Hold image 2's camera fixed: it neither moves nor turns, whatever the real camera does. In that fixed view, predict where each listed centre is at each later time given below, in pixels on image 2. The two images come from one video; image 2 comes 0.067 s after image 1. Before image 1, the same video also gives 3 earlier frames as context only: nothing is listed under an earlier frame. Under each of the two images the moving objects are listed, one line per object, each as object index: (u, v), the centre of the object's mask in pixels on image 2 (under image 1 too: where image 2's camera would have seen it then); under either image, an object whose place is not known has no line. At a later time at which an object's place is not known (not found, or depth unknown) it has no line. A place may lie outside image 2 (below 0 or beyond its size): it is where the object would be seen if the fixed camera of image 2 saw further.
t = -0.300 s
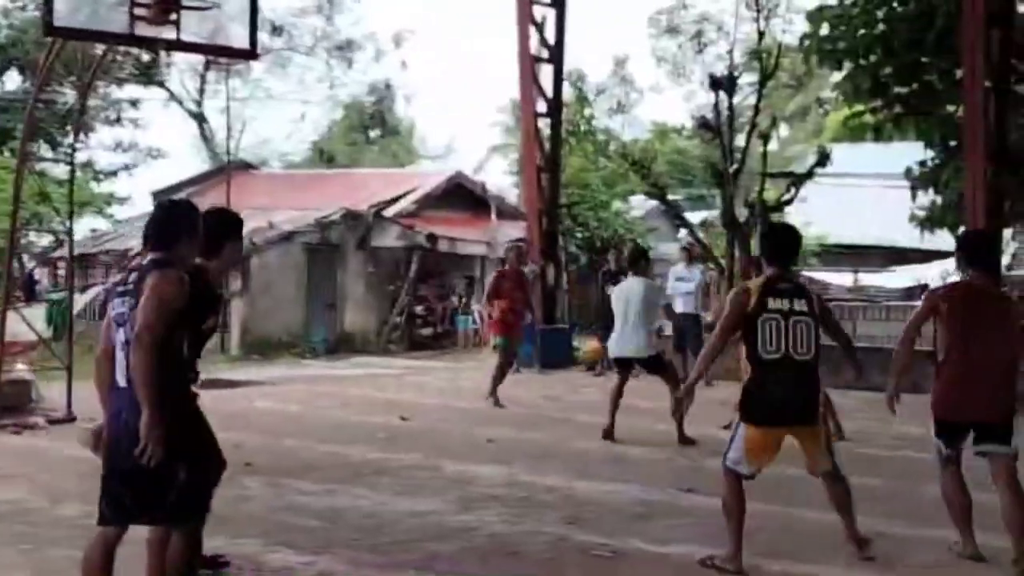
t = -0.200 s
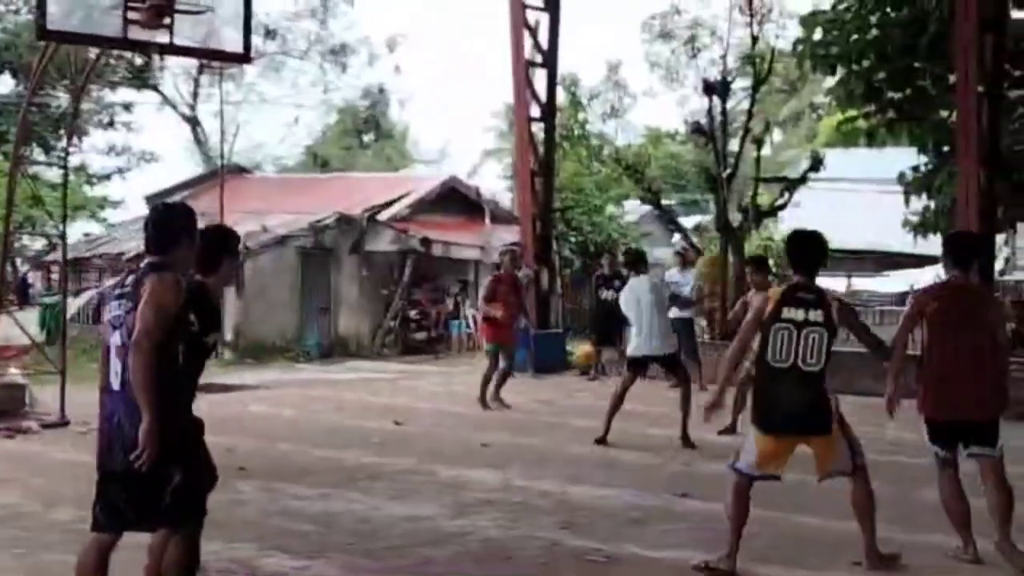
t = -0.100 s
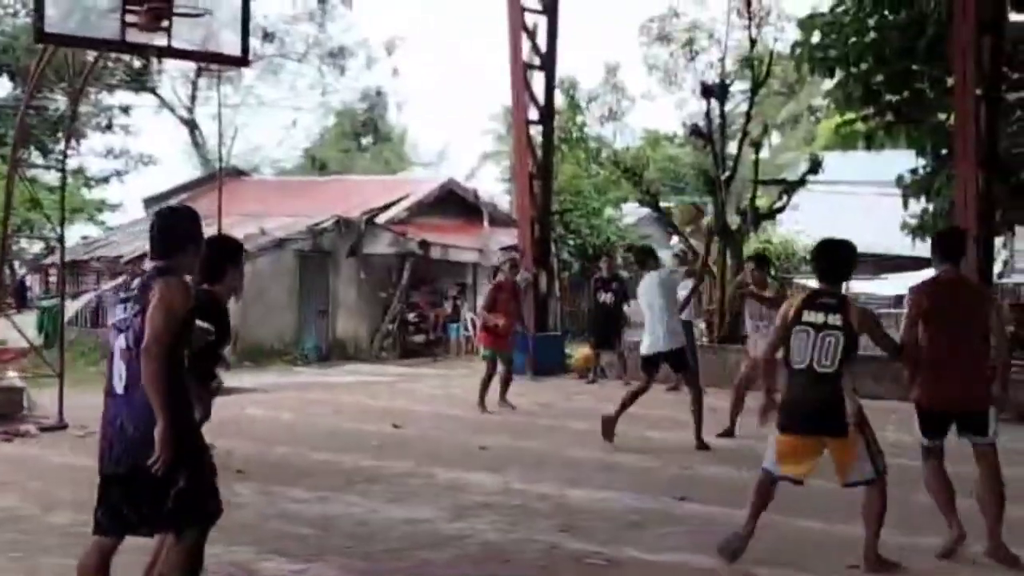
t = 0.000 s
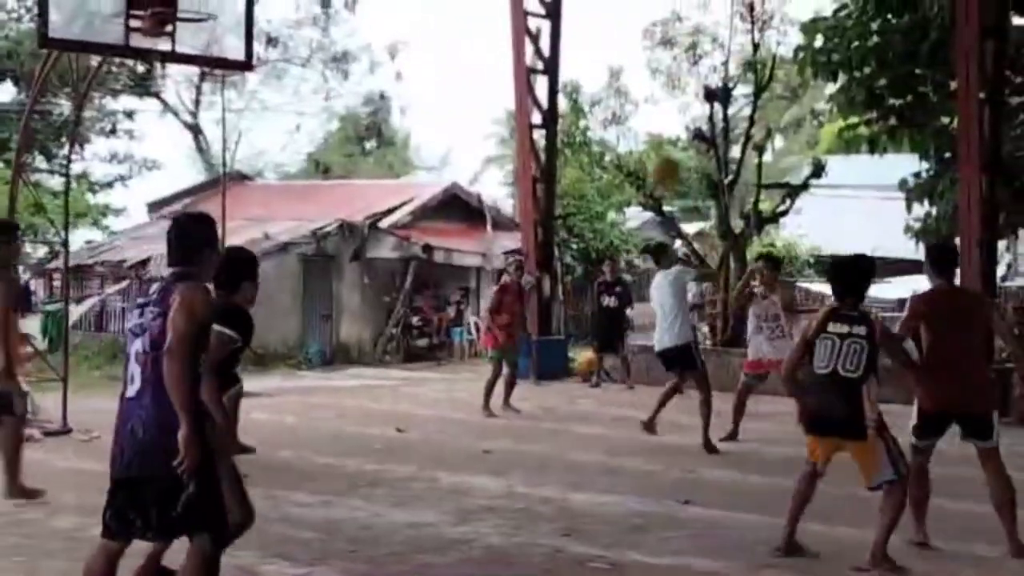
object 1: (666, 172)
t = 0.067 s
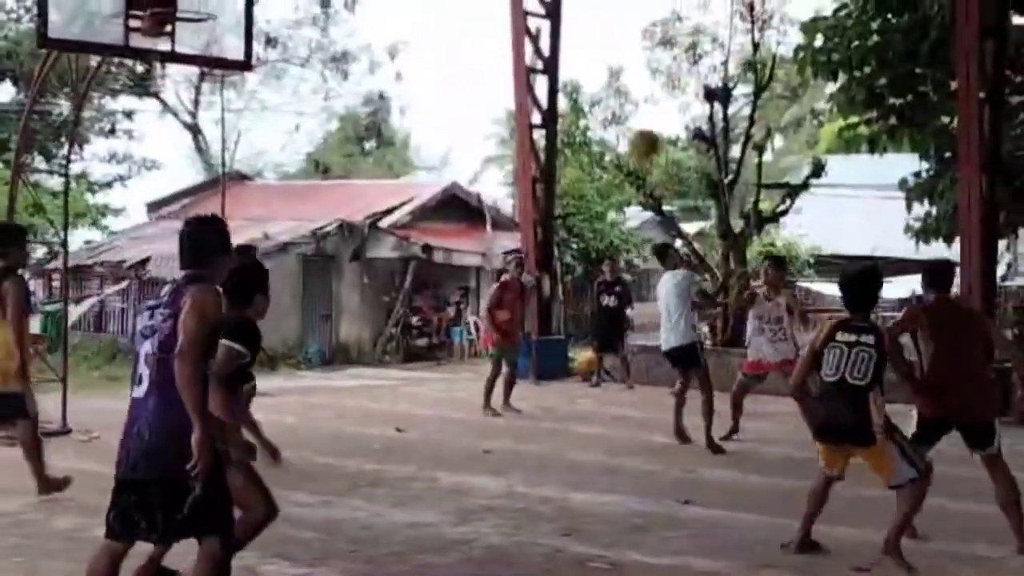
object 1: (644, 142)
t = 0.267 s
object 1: (580, 95)
